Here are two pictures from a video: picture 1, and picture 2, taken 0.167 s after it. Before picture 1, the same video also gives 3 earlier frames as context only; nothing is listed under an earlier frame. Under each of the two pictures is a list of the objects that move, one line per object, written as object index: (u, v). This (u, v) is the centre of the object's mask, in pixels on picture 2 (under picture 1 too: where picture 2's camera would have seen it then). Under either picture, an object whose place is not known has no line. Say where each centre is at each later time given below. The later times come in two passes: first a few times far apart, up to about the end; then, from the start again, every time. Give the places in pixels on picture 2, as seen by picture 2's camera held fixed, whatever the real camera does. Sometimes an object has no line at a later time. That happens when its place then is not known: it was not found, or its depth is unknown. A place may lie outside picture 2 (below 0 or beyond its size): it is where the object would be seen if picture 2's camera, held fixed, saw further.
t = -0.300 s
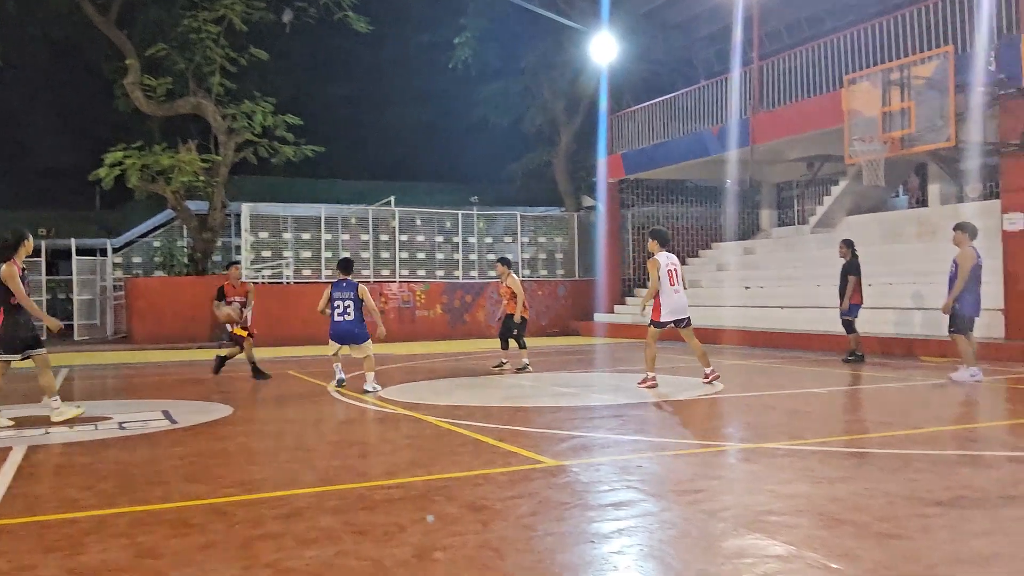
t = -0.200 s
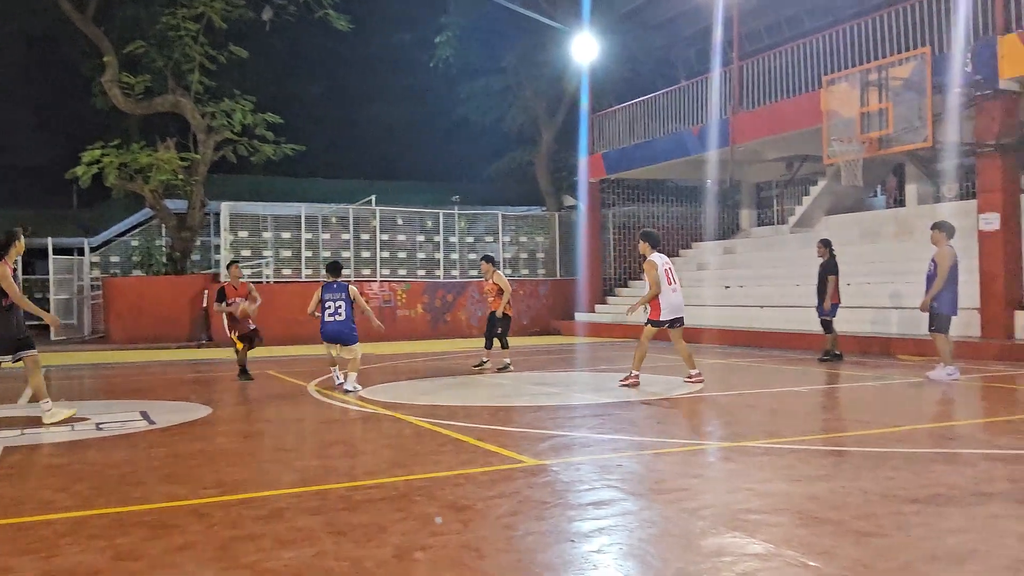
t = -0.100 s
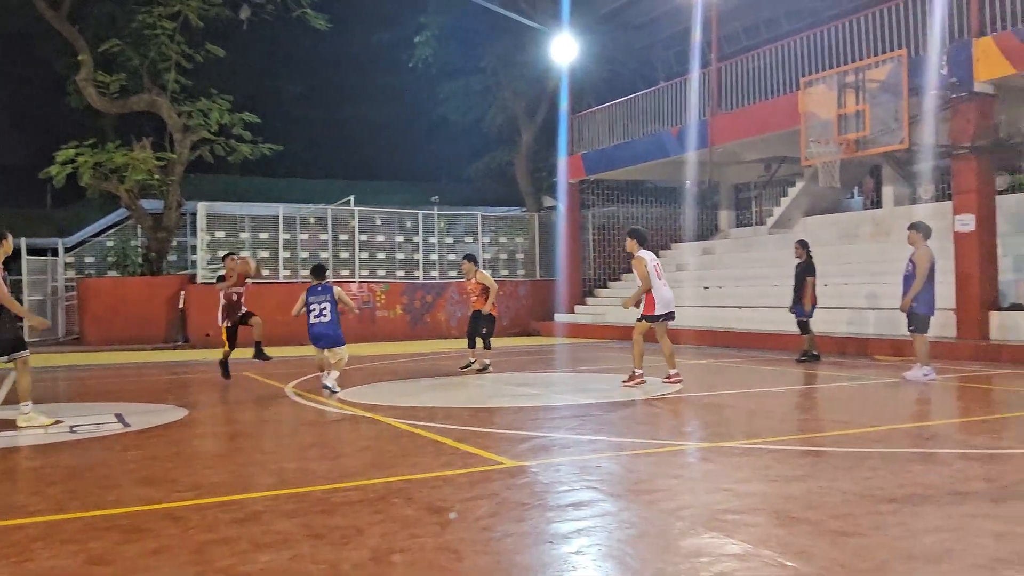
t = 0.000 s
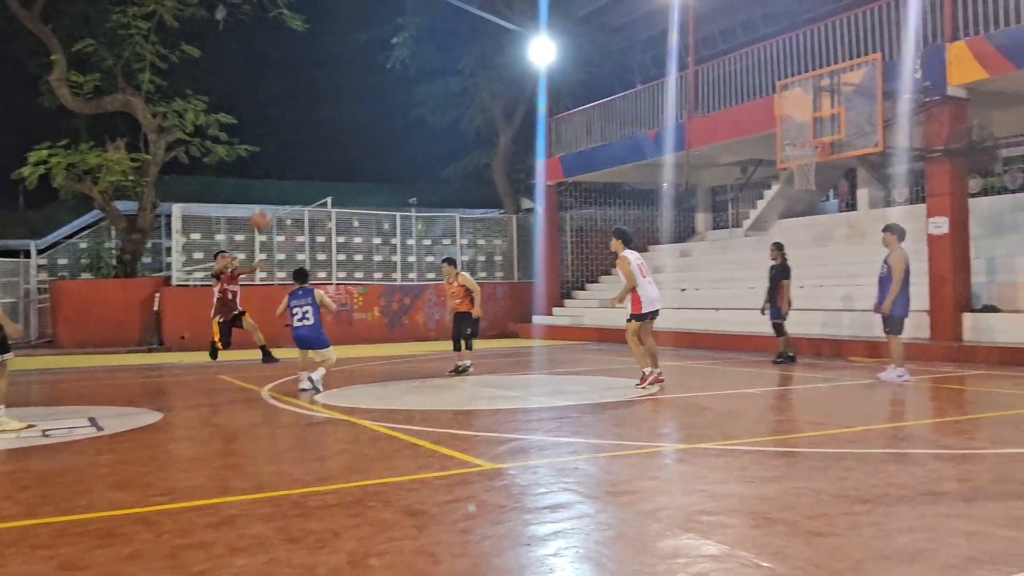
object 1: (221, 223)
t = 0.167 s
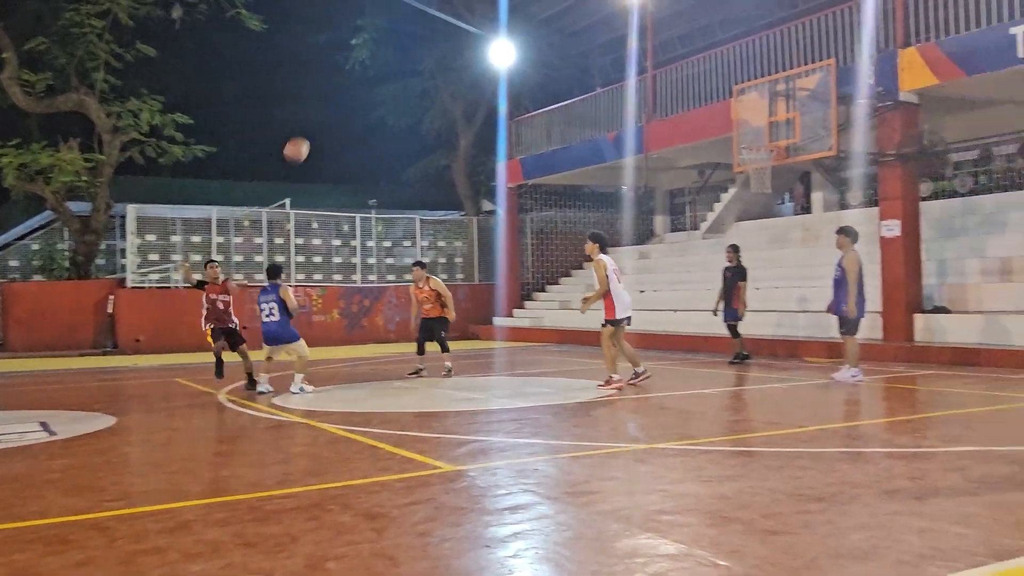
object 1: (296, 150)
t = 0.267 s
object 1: (348, 114)
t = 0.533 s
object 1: (519, 48)
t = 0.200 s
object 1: (313, 137)
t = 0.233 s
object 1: (330, 125)
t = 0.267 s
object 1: (348, 114)
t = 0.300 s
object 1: (366, 102)
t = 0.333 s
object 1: (386, 92)
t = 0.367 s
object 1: (406, 83)
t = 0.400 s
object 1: (426, 74)
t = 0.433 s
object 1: (447, 66)
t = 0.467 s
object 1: (468, 58)
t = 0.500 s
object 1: (493, 53)
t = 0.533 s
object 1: (519, 48)
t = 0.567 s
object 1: (542, 44)
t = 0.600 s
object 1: (568, 41)
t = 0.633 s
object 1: (595, 40)
